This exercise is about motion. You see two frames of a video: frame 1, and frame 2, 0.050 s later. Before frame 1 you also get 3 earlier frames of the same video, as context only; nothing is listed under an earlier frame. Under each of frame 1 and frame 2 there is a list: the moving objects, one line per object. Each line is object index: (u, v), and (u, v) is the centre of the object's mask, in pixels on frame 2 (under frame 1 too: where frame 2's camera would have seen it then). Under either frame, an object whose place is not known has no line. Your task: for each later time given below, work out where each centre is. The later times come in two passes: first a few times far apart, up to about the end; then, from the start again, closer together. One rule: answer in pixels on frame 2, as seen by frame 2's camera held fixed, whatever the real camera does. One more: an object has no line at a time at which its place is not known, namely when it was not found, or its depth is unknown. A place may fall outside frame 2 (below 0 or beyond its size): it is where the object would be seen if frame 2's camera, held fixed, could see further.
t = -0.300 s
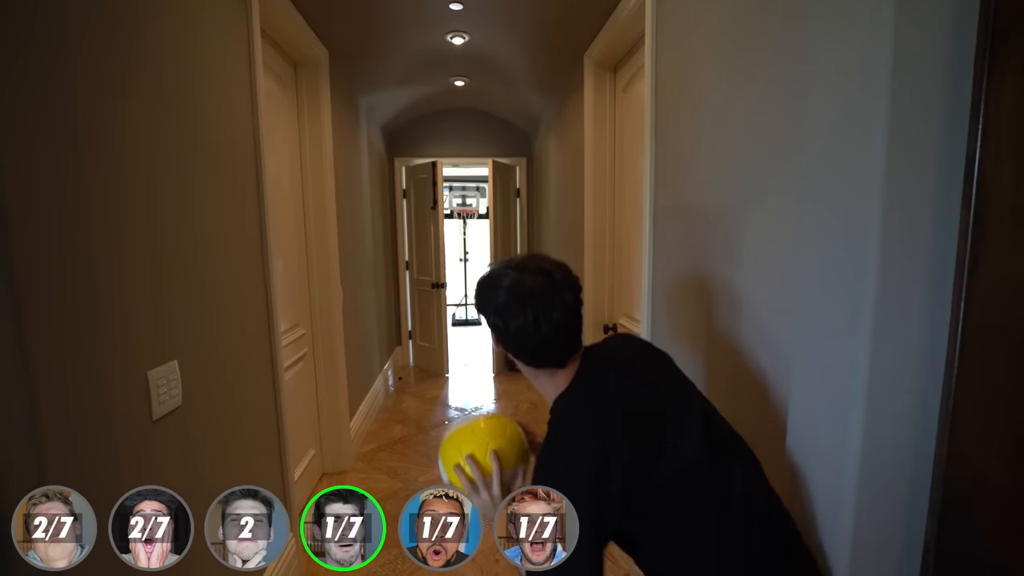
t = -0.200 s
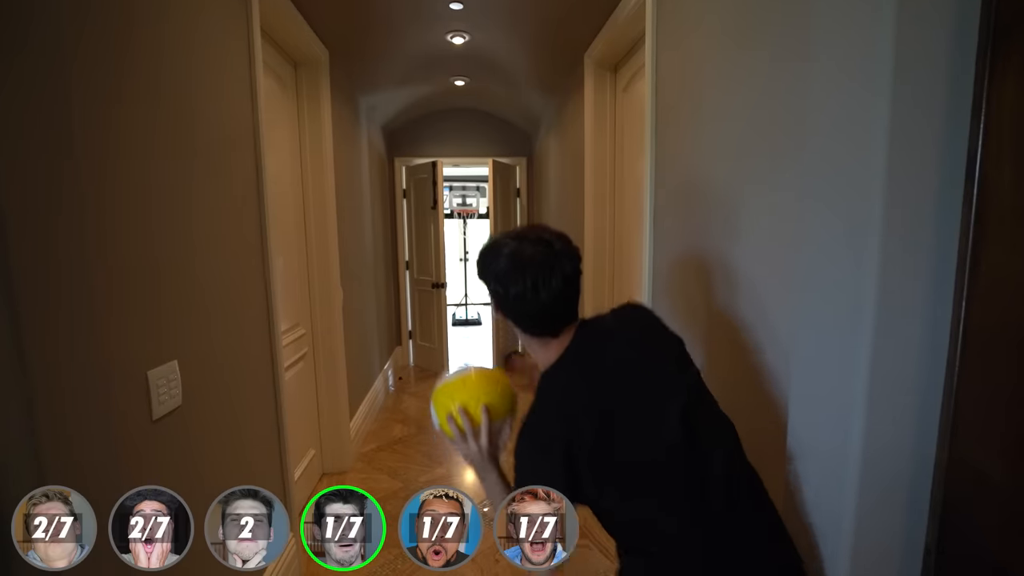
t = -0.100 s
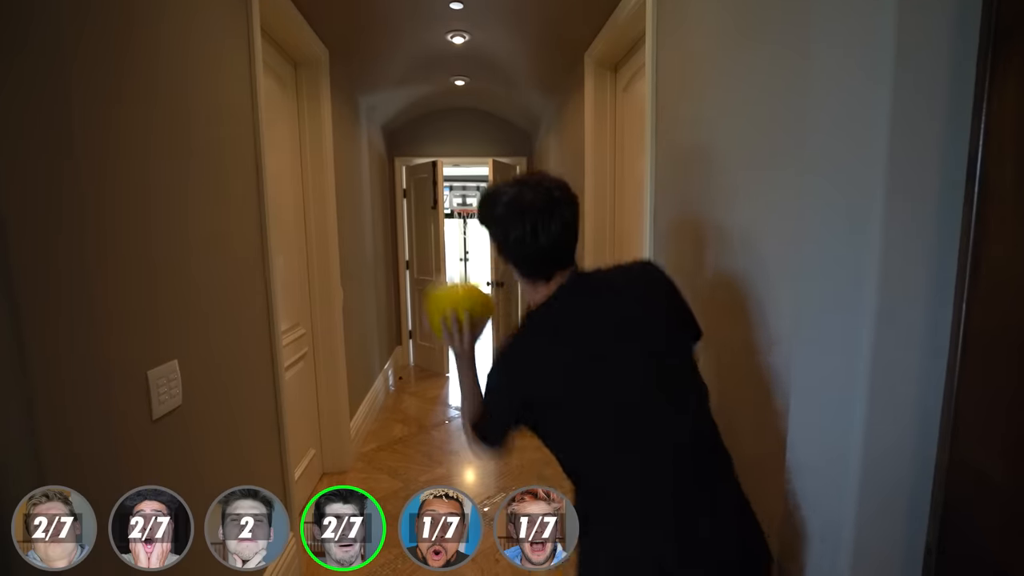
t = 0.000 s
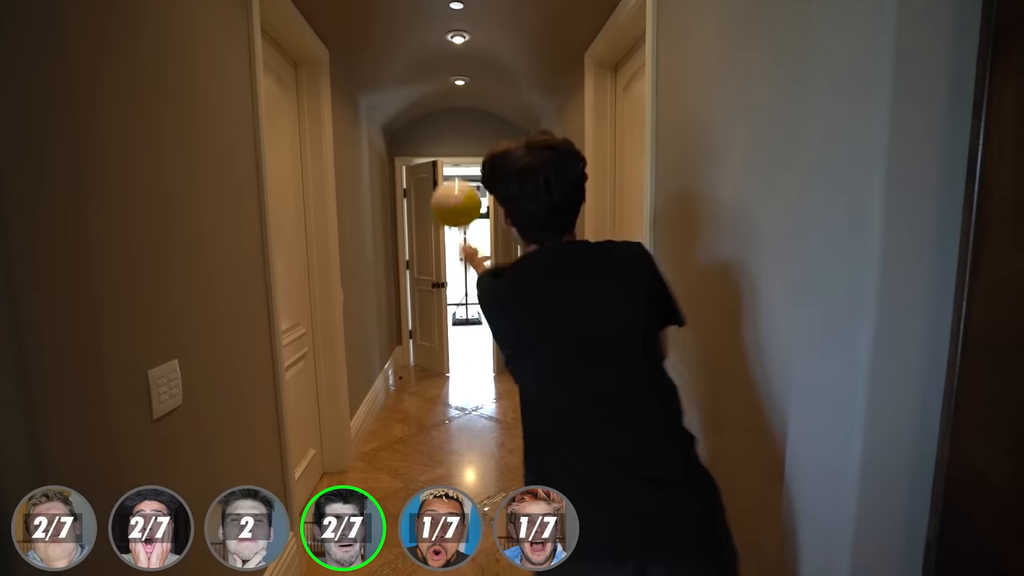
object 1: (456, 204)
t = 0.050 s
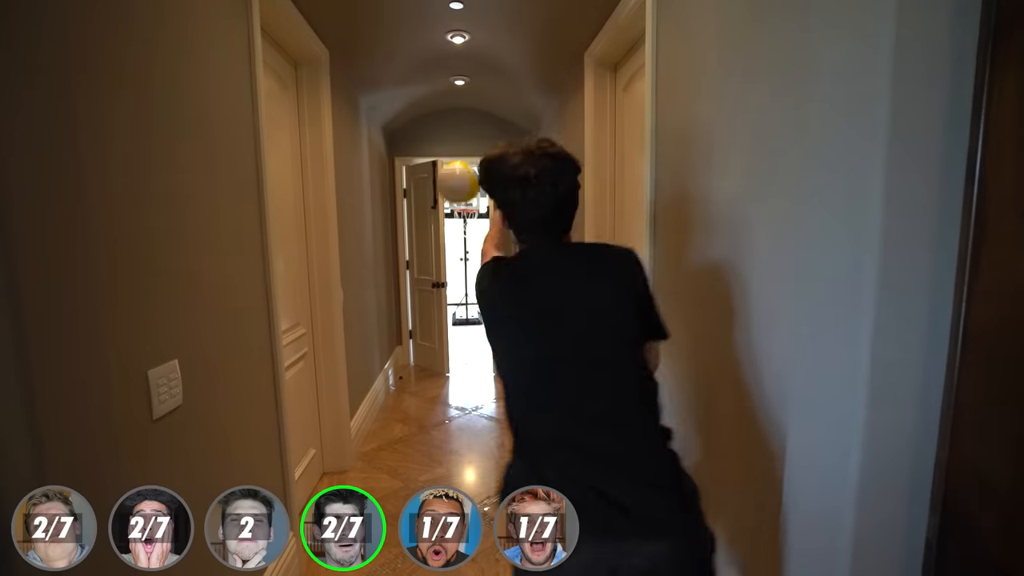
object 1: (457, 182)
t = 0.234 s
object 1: (463, 166)
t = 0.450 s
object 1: (466, 194)
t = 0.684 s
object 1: (469, 243)
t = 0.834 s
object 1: (489, 276)
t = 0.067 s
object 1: (458, 177)
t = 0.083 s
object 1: (459, 173)
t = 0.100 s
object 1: (460, 170)
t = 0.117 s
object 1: (460, 168)
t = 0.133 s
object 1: (461, 167)
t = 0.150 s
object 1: (461, 165)
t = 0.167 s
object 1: (462, 165)
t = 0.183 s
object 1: (462, 165)
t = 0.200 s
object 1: (462, 165)
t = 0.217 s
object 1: (463, 165)
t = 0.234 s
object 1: (463, 166)
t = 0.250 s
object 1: (463, 167)
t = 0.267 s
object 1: (463, 168)
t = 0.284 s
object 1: (463, 169)
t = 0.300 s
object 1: (464, 170)
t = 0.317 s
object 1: (464, 172)
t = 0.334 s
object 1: (464, 175)
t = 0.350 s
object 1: (465, 177)
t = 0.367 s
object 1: (465, 180)
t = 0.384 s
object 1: (465, 182)
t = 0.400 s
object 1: (466, 185)
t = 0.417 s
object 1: (466, 188)
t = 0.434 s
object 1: (466, 191)
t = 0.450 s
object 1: (466, 194)
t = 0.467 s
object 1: (466, 197)
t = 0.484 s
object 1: (466, 200)
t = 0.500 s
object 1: (467, 203)
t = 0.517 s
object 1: (467, 208)
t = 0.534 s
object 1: (467, 210)
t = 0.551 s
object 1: (467, 214)
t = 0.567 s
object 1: (468, 217)
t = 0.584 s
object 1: (468, 220)
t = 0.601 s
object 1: (468, 224)
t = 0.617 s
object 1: (468, 228)
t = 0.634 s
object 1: (468, 231)
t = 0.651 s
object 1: (468, 235)
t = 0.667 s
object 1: (468, 239)
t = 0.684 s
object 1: (469, 243)
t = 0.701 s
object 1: (469, 248)
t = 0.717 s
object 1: (469, 252)
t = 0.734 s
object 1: (469, 256)
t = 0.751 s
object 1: (469, 259)
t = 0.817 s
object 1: (487, 271)
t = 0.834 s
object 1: (489, 276)
